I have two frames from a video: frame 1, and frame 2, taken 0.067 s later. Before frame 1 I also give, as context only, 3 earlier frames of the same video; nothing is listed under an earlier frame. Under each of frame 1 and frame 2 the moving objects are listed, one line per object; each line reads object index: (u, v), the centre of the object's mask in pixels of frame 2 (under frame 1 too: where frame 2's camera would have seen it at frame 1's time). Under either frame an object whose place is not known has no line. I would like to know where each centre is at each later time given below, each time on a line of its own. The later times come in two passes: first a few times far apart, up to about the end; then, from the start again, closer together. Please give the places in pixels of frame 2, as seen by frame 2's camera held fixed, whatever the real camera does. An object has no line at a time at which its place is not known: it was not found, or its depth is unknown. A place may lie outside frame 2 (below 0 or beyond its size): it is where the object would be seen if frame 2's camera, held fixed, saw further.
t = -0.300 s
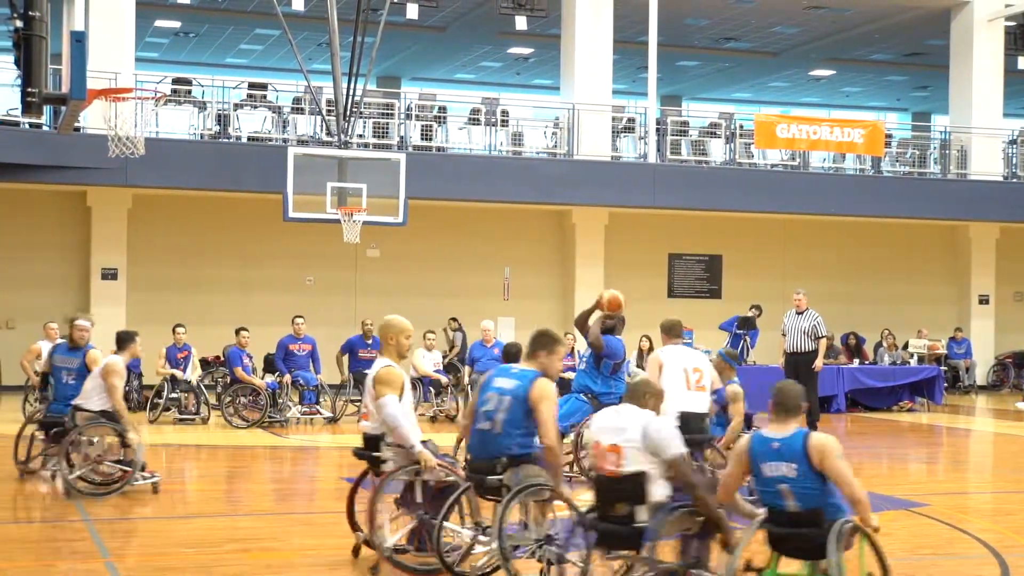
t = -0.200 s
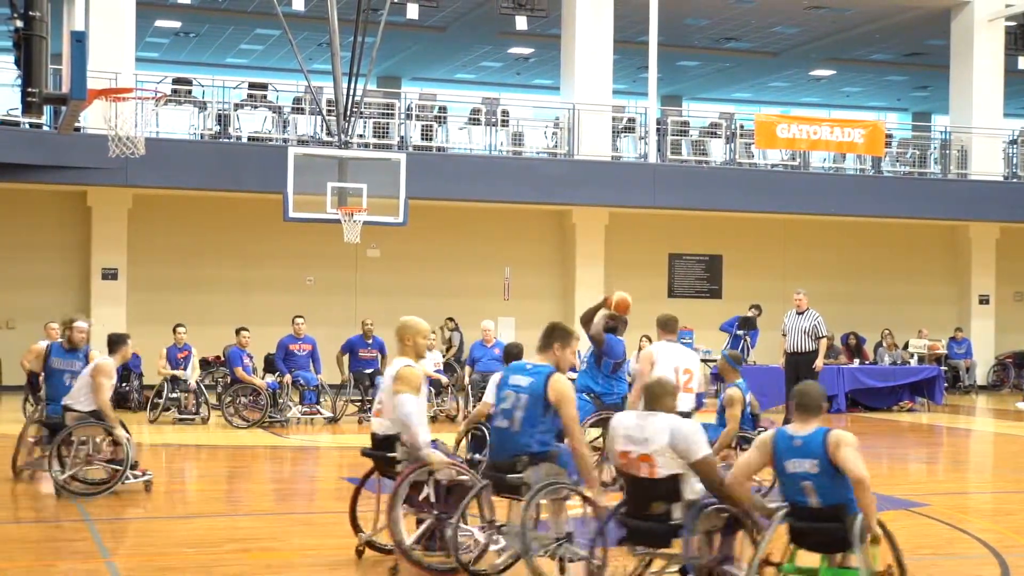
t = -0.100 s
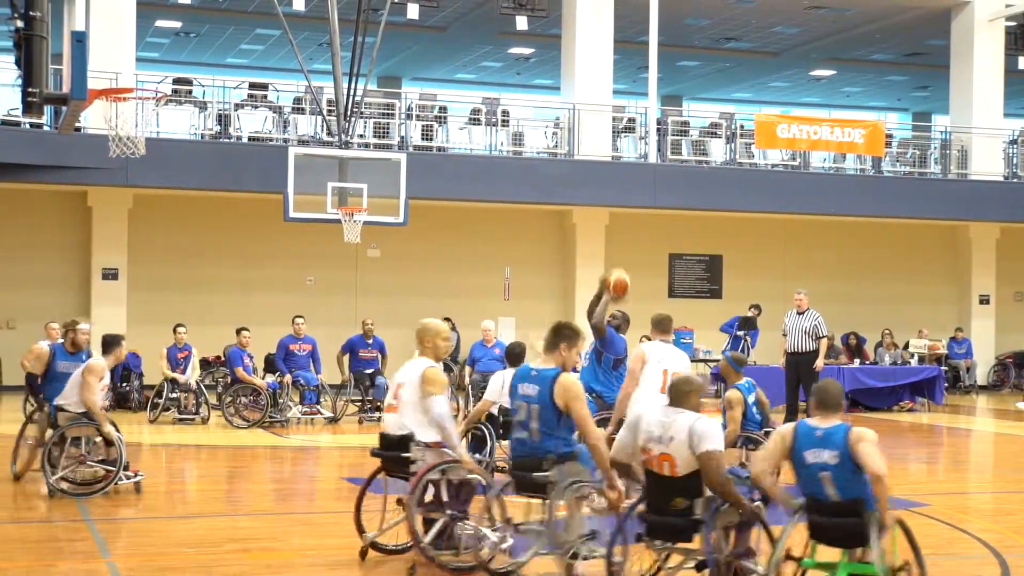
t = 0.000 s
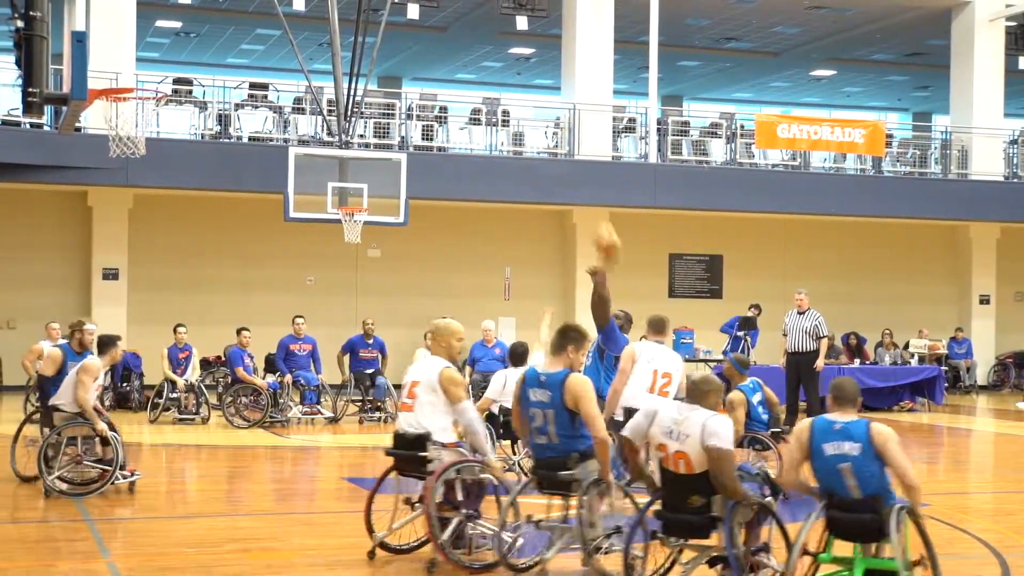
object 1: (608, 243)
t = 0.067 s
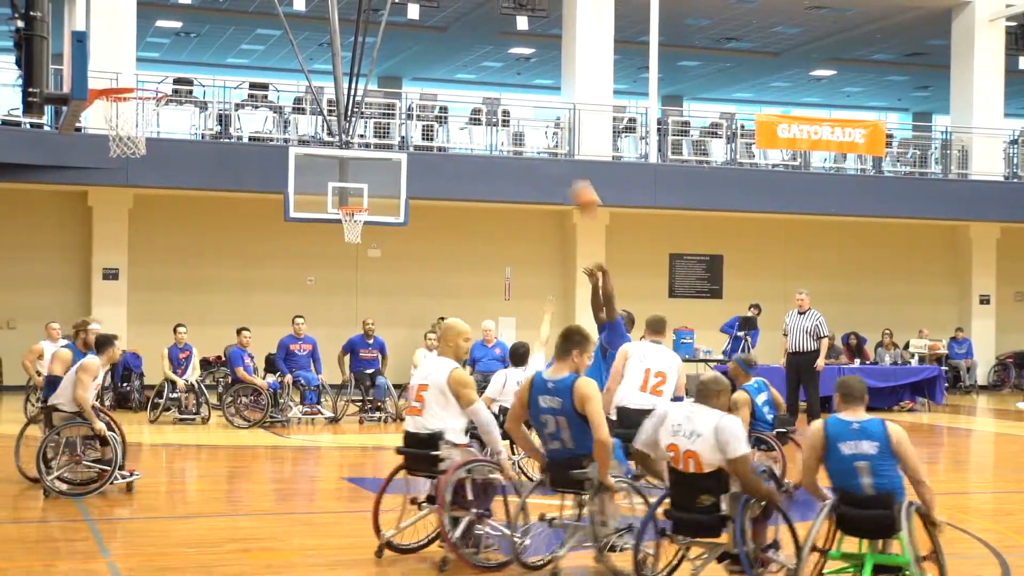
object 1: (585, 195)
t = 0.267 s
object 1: (512, 91)
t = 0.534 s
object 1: (408, 15)
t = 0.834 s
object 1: (276, 24)
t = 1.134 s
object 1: (205, 157)
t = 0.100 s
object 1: (574, 178)
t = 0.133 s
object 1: (564, 161)
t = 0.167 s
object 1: (552, 144)
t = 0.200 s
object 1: (537, 125)
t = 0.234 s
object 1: (526, 110)
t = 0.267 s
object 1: (512, 91)
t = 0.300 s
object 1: (499, 78)
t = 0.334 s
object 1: (488, 65)
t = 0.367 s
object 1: (473, 53)
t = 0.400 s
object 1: (461, 44)
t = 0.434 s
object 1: (449, 35)
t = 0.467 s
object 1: (437, 27)
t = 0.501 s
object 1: (424, 22)
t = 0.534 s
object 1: (408, 15)
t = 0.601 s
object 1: (382, 10)
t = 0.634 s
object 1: (367, 10)
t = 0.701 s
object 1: (337, 10)
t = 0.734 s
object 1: (320, 12)
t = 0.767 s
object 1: (308, 14)
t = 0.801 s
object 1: (291, 18)
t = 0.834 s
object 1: (276, 24)
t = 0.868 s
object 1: (260, 32)
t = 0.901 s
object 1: (243, 42)
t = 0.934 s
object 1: (228, 52)
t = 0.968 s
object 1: (212, 65)
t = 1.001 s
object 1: (191, 83)
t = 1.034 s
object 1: (184, 96)
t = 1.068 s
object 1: (189, 116)
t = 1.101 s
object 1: (200, 141)
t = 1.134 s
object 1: (205, 157)
